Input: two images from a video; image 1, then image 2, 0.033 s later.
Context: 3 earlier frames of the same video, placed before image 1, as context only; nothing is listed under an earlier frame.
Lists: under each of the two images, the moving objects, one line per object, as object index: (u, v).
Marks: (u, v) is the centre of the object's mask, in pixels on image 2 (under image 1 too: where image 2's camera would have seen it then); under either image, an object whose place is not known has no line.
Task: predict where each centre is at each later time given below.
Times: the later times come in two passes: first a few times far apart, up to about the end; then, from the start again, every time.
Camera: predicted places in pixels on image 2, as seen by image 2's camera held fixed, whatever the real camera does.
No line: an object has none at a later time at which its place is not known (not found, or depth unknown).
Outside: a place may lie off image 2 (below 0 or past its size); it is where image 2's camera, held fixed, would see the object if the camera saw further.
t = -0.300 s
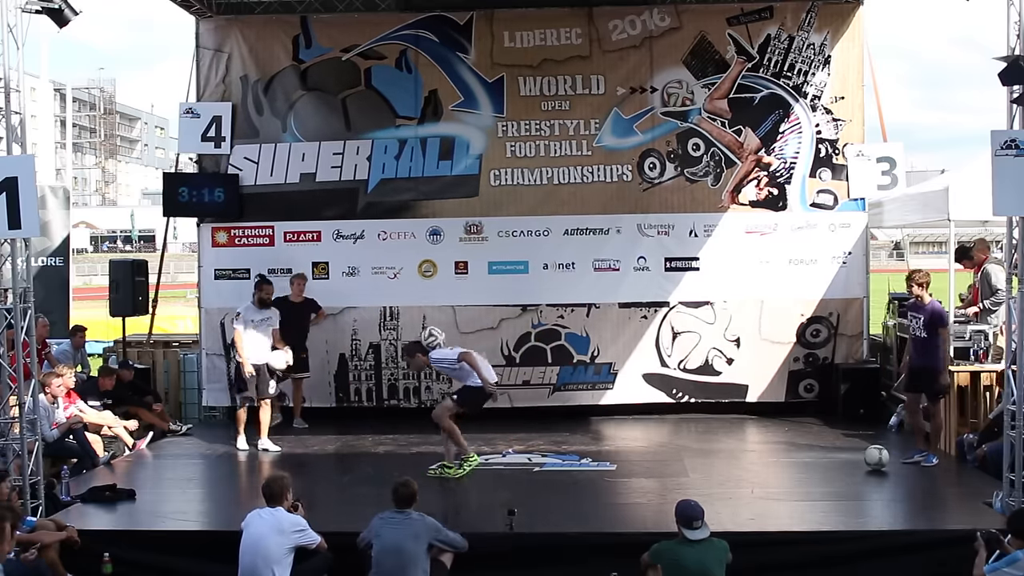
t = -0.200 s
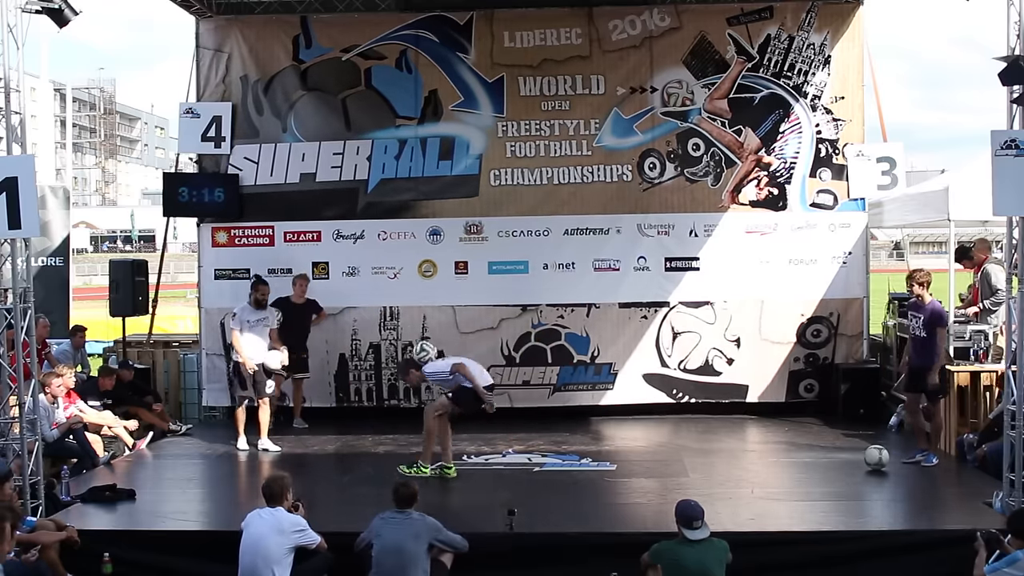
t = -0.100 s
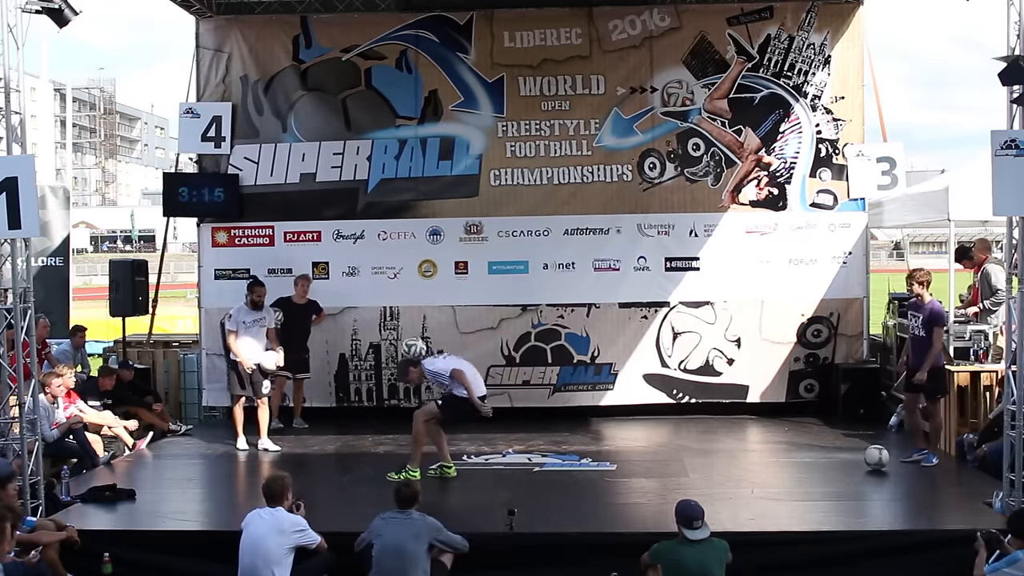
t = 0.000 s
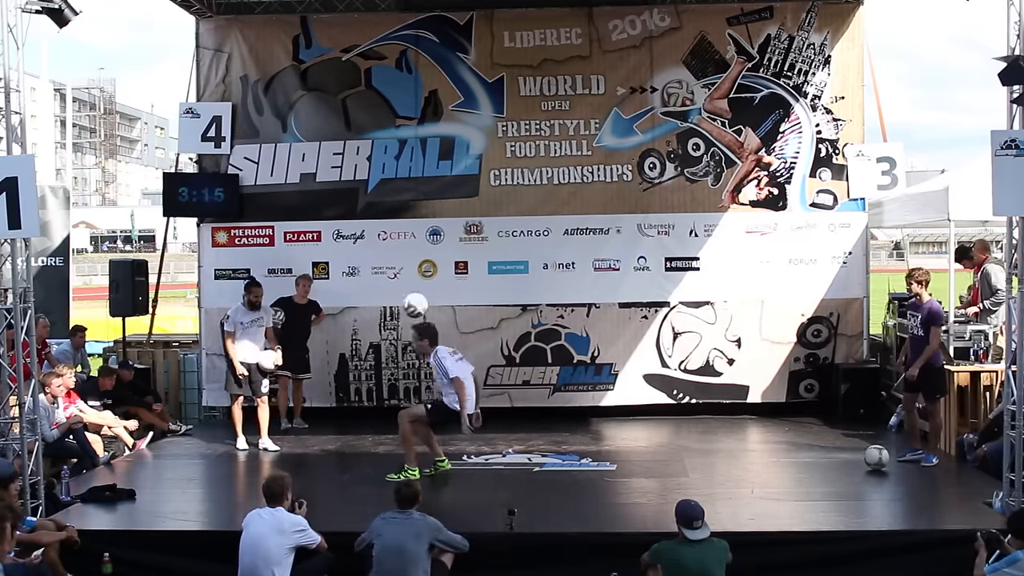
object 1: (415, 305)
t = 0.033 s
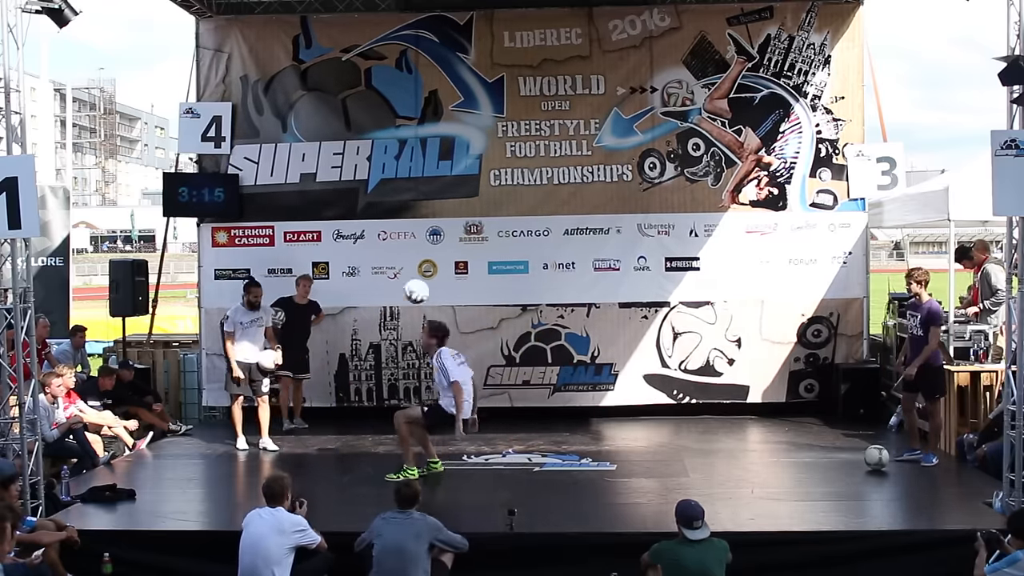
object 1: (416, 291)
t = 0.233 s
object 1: (424, 232)
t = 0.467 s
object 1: (435, 218)
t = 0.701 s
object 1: (447, 267)
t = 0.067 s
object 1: (418, 278)
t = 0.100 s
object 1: (420, 266)
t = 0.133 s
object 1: (421, 256)
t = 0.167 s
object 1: (422, 246)
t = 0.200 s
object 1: (422, 239)
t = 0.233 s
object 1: (424, 232)
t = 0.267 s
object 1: (426, 226)
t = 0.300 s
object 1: (427, 221)
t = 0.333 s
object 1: (429, 219)
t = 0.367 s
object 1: (430, 217)
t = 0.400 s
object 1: (432, 216)
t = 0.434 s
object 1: (434, 217)
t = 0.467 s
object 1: (435, 218)
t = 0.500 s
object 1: (437, 221)
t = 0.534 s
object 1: (439, 225)
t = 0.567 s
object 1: (441, 231)
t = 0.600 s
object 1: (442, 238)
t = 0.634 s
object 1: (444, 247)
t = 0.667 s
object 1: (446, 256)
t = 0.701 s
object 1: (447, 267)
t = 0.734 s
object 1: (449, 279)
